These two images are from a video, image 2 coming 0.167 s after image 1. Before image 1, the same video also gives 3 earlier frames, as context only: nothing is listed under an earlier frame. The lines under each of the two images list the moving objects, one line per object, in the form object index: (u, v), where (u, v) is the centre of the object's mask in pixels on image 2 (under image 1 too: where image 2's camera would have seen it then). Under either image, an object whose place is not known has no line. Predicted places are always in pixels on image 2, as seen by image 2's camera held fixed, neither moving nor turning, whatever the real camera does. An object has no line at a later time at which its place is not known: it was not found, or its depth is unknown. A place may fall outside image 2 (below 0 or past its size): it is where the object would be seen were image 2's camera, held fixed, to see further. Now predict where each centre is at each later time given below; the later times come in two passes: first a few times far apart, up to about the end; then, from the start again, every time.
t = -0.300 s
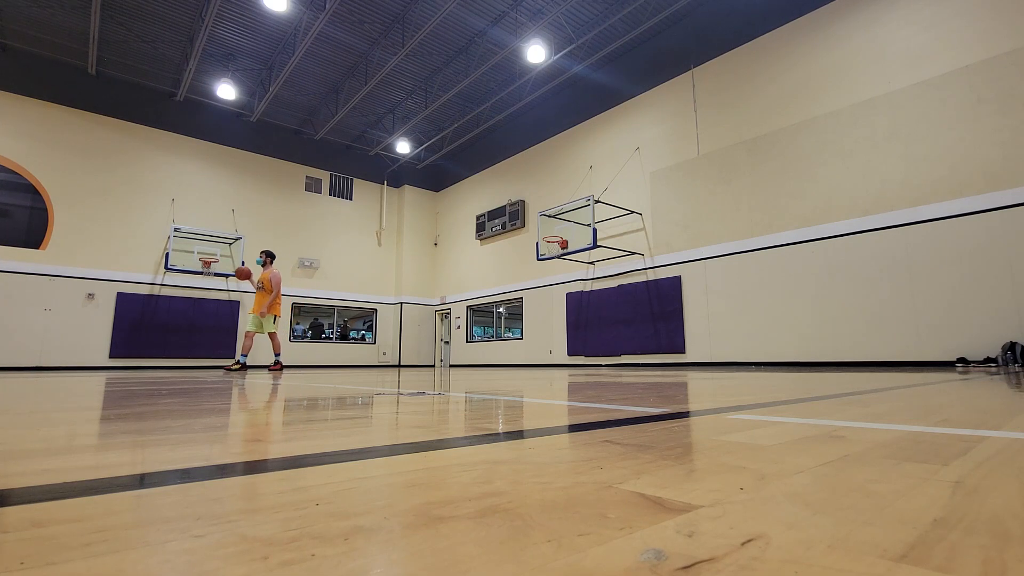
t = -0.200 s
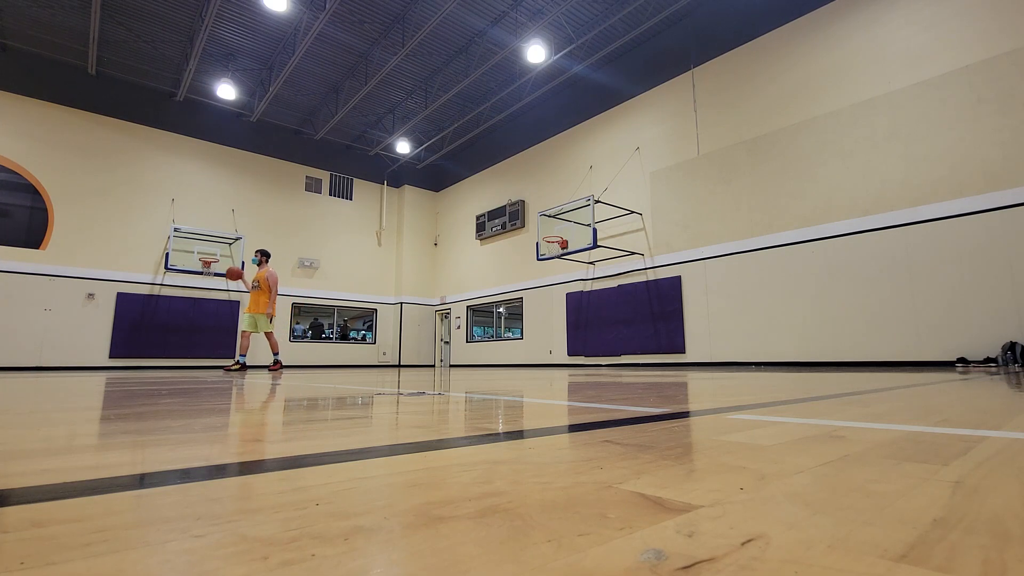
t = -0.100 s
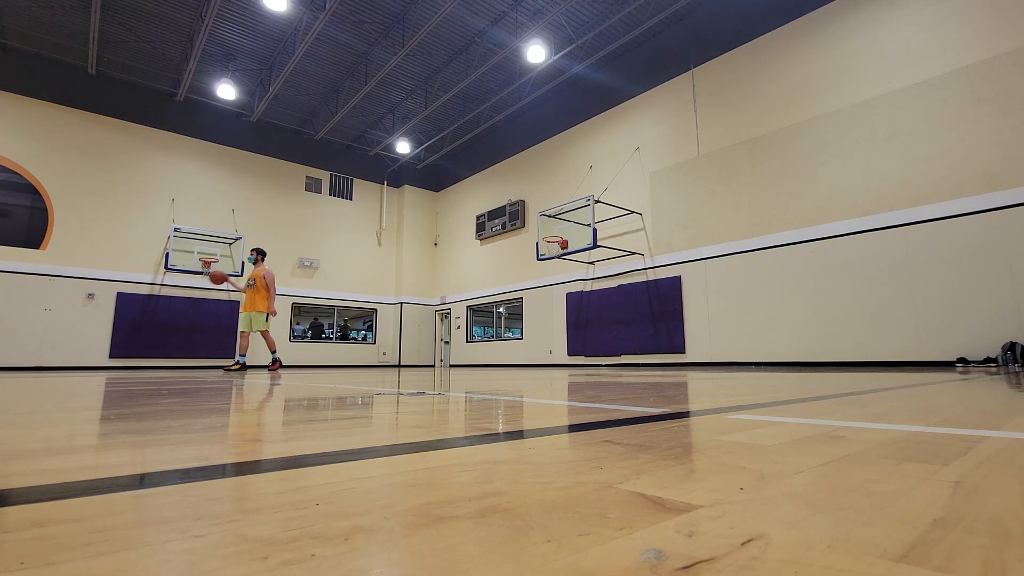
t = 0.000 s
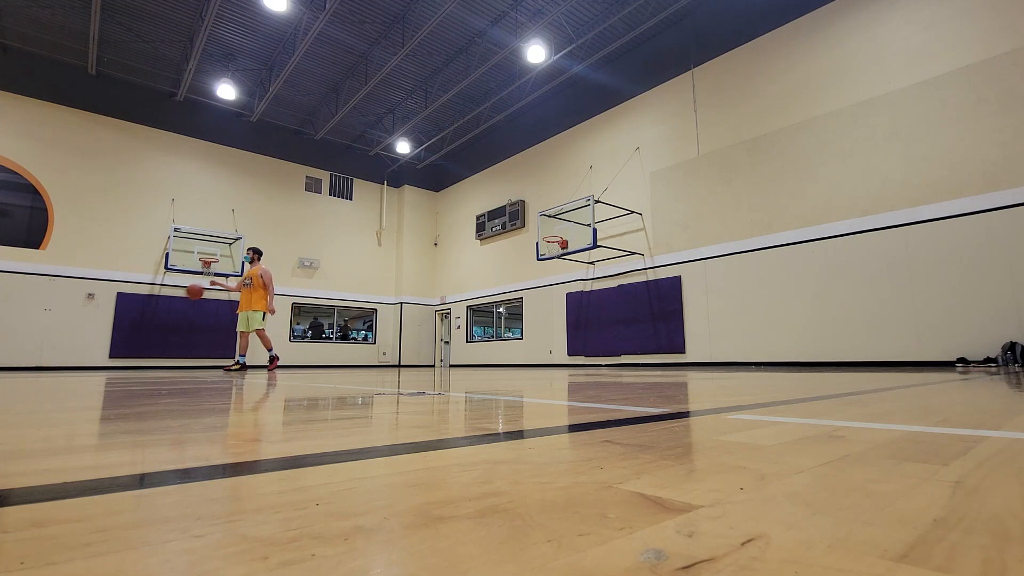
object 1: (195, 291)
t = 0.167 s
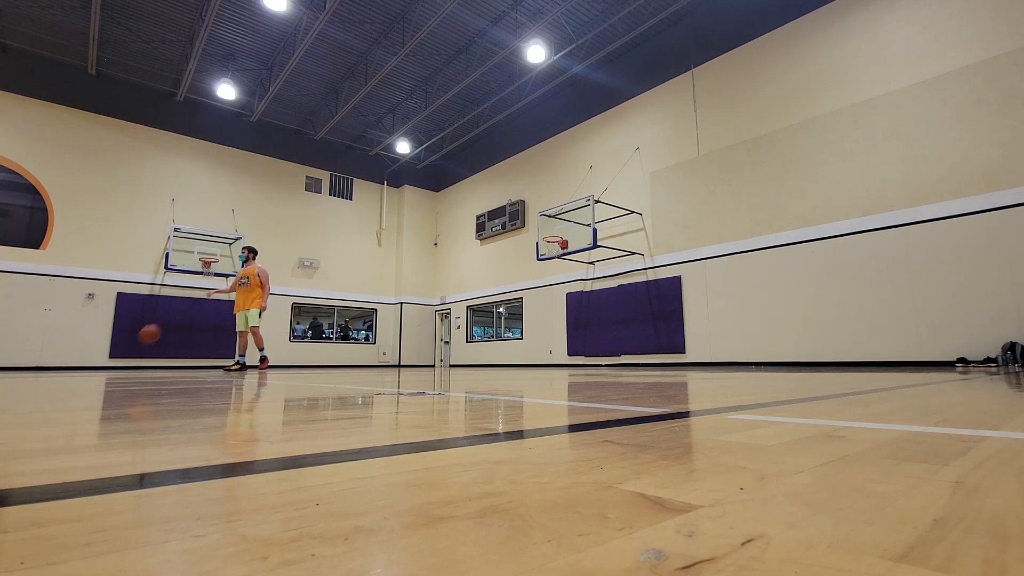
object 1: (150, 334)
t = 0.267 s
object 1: (122, 358)
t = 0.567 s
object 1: (85, 289)
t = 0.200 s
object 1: (140, 346)
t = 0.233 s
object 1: (130, 357)
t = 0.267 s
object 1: (122, 358)
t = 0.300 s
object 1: (119, 348)
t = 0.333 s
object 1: (116, 339)
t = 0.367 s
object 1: (112, 329)
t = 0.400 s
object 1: (108, 320)
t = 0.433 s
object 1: (103, 312)
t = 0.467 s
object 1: (99, 305)
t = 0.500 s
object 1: (94, 299)
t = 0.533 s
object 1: (90, 294)
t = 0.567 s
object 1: (85, 289)
